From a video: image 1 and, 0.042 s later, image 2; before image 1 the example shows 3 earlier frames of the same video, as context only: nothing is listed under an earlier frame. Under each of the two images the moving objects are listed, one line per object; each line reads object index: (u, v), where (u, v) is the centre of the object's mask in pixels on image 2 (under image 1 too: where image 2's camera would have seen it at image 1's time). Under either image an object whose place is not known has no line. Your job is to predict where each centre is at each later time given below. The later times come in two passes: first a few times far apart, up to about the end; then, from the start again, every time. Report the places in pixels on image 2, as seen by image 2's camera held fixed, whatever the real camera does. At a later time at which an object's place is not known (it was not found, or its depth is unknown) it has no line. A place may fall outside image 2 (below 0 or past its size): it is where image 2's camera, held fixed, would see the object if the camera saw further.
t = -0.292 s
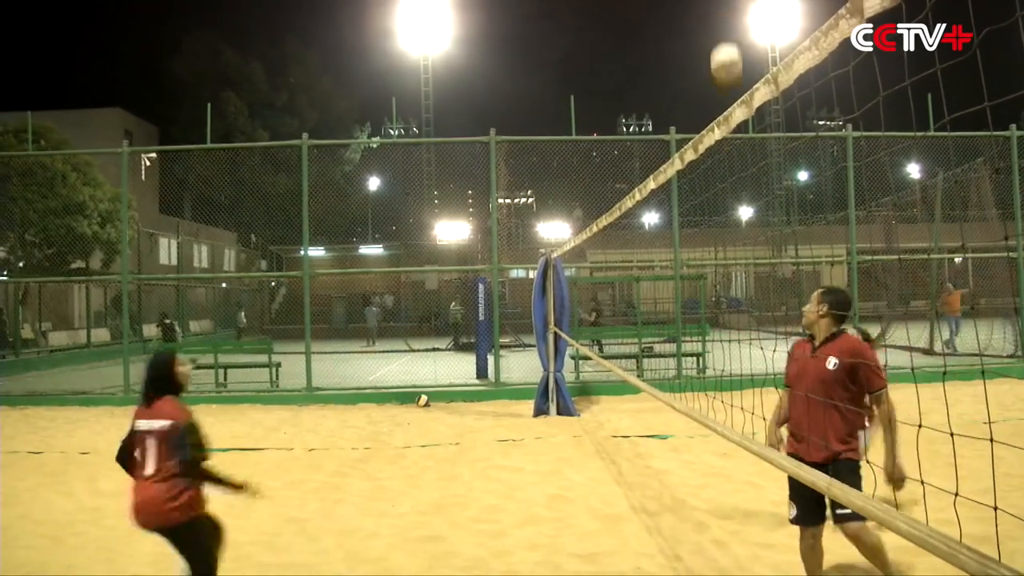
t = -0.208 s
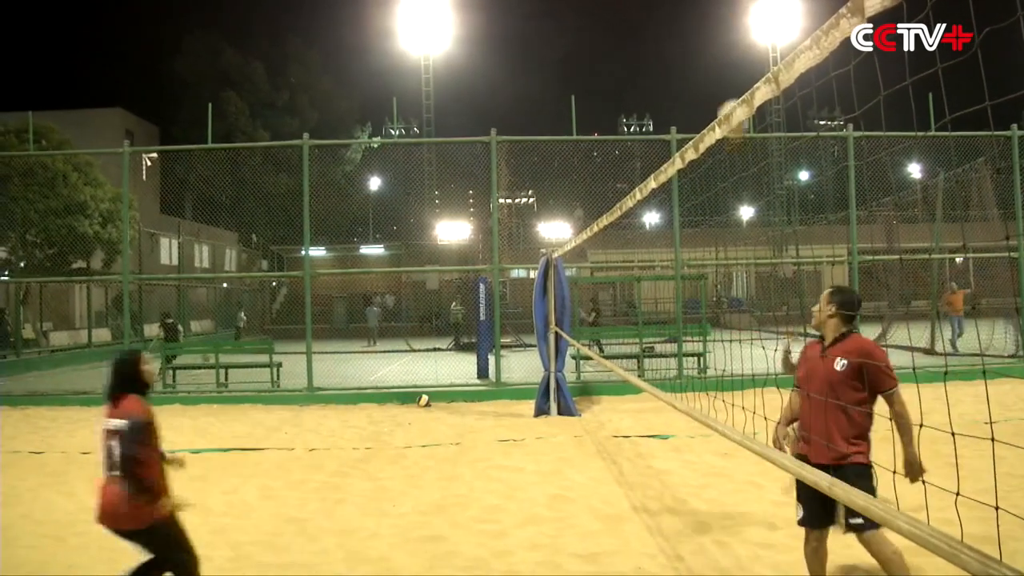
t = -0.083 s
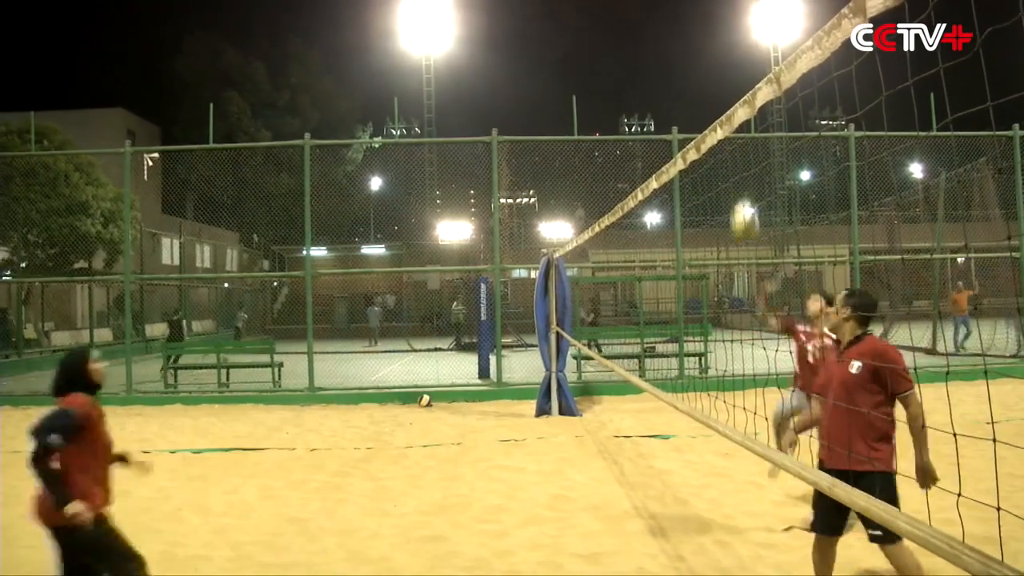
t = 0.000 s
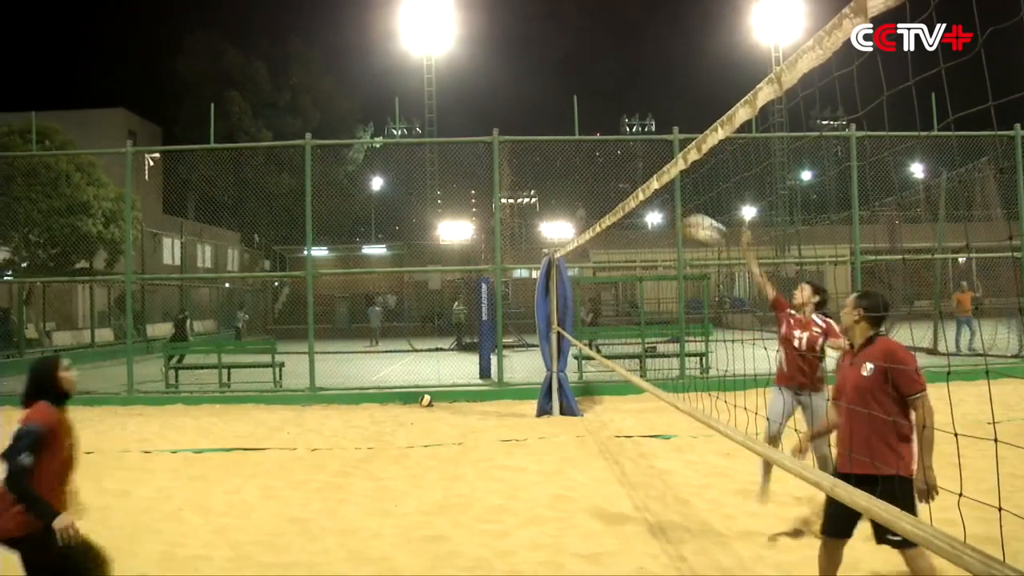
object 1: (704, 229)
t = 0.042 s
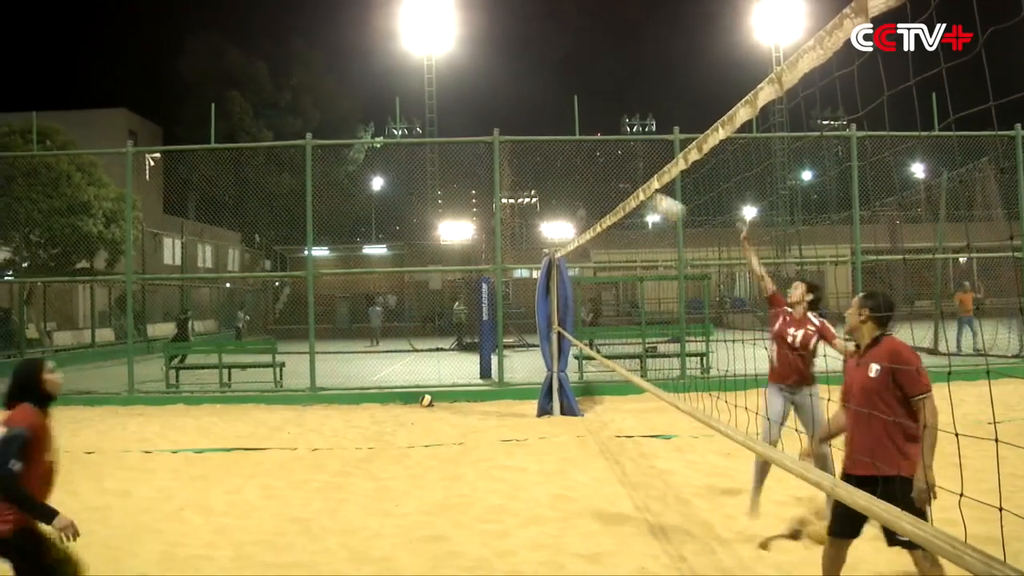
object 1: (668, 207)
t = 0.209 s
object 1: (502, 152)
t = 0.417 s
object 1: (315, 134)
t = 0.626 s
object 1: (139, 174)
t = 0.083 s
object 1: (618, 189)
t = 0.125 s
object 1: (583, 176)
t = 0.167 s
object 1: (542, 162)
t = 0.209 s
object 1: (502, 152)
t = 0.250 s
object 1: (463, 144)
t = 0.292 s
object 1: (427, 138)
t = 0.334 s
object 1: (385, 132)
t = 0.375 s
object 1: (349, 133)
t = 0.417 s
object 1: (315, 134)
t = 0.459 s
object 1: (279, 138)
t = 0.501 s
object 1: (242, 144)
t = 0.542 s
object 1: (205, 153)
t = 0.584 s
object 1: (172, 162)
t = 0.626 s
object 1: (139, 174)
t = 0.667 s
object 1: (104, 188)
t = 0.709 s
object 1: (72, 206)
